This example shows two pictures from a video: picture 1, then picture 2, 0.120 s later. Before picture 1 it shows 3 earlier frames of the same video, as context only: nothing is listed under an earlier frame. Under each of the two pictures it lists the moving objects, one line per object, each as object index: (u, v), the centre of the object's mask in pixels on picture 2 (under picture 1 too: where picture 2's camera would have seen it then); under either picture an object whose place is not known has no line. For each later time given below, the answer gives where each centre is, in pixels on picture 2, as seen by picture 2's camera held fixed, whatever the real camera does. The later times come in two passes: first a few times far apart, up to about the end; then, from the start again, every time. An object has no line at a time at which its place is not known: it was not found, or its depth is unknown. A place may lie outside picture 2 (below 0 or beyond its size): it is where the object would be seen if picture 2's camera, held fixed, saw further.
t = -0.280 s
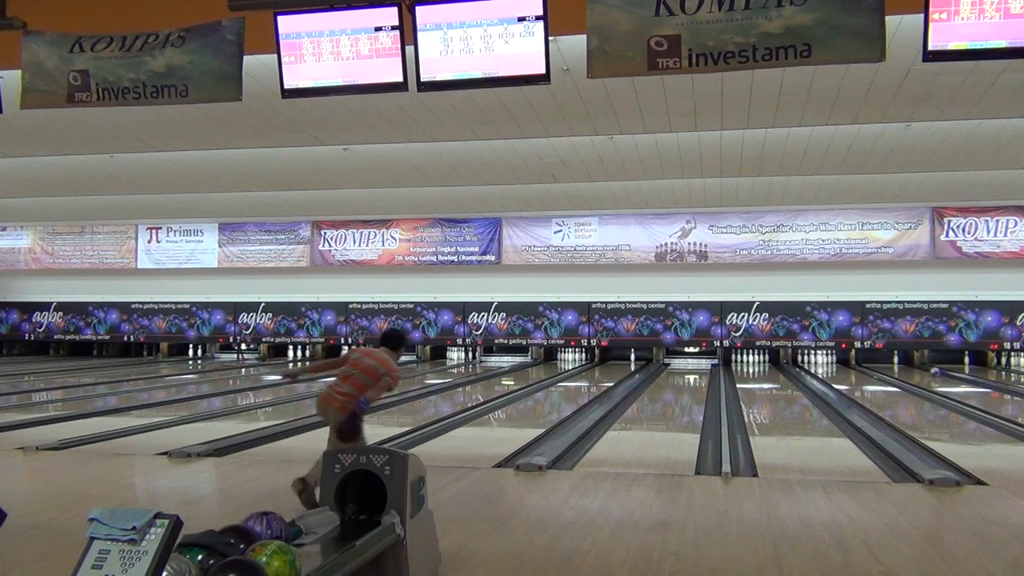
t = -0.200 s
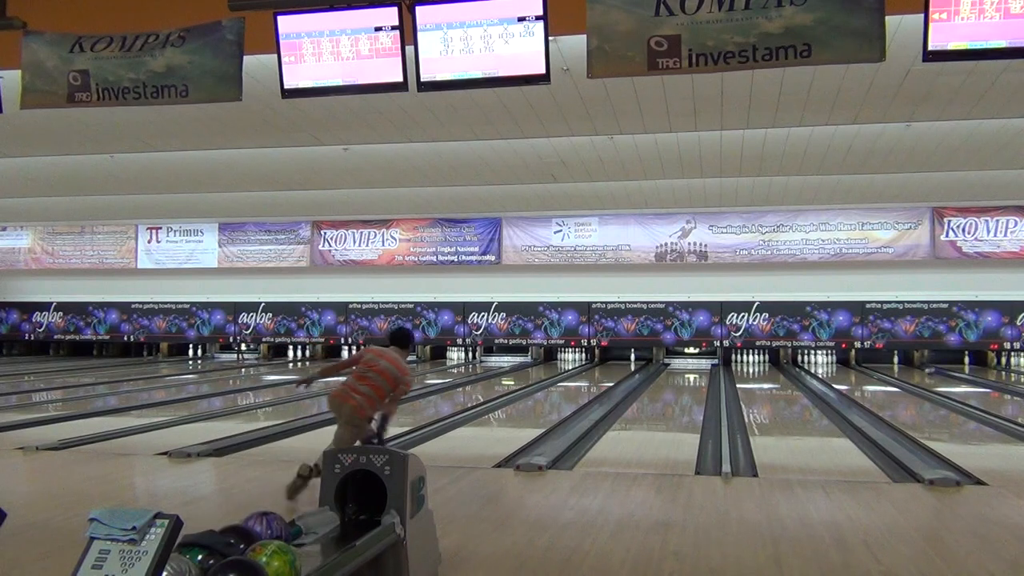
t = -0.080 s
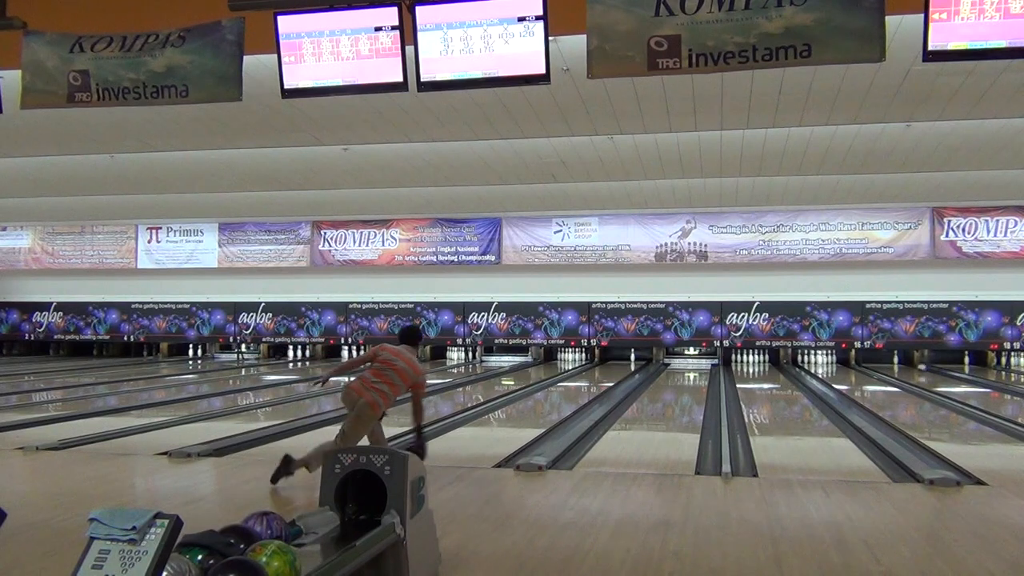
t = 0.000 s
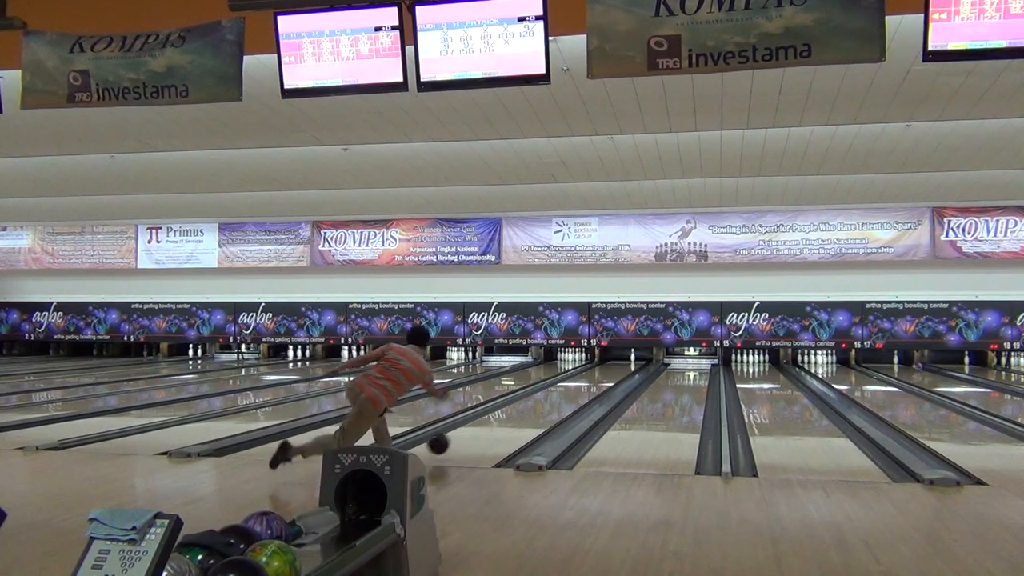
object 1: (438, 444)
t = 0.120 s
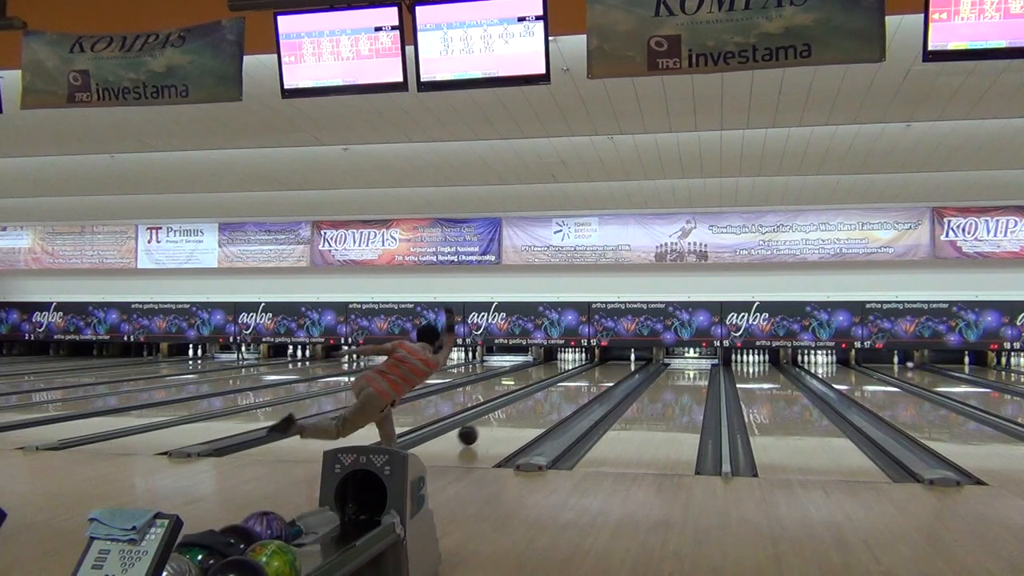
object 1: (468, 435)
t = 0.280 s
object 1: (499, 422)
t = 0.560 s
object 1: (540, 404)
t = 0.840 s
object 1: (568, 392)
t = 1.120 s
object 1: (589, 382)
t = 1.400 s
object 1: (605, 375)
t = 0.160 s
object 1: (476, 432)
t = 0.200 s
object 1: (484, 428)
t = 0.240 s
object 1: (492, 425)
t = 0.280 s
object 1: (499, 422)
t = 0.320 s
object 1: (506, 419)
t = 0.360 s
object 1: (513, 416)
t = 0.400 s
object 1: (518, 414)
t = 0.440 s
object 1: (524, 411)
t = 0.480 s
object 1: (530, 409)
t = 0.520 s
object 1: (535, 406)
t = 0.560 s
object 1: (540, 404)
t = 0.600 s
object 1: (545, 402)
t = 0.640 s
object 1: (549, 400)
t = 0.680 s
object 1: (553, 398)
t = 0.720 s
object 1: (557, 396)
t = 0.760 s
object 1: (561, 395)
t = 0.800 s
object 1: (565, 393)
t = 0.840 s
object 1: (568, 392)
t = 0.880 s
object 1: (572, 390)
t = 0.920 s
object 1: (575, 389)
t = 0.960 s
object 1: (578, 387)
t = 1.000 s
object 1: (581, 386)
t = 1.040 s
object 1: (584, 384)
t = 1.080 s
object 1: (586, 383)
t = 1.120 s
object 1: (589, 382)
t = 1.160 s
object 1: (592, 381)
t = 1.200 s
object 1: (594, 380)
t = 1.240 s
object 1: (596, 379)
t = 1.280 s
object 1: (598, 378)
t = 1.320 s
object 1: (600, 377)
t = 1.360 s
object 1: (602, 376)
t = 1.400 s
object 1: (605, 375)
